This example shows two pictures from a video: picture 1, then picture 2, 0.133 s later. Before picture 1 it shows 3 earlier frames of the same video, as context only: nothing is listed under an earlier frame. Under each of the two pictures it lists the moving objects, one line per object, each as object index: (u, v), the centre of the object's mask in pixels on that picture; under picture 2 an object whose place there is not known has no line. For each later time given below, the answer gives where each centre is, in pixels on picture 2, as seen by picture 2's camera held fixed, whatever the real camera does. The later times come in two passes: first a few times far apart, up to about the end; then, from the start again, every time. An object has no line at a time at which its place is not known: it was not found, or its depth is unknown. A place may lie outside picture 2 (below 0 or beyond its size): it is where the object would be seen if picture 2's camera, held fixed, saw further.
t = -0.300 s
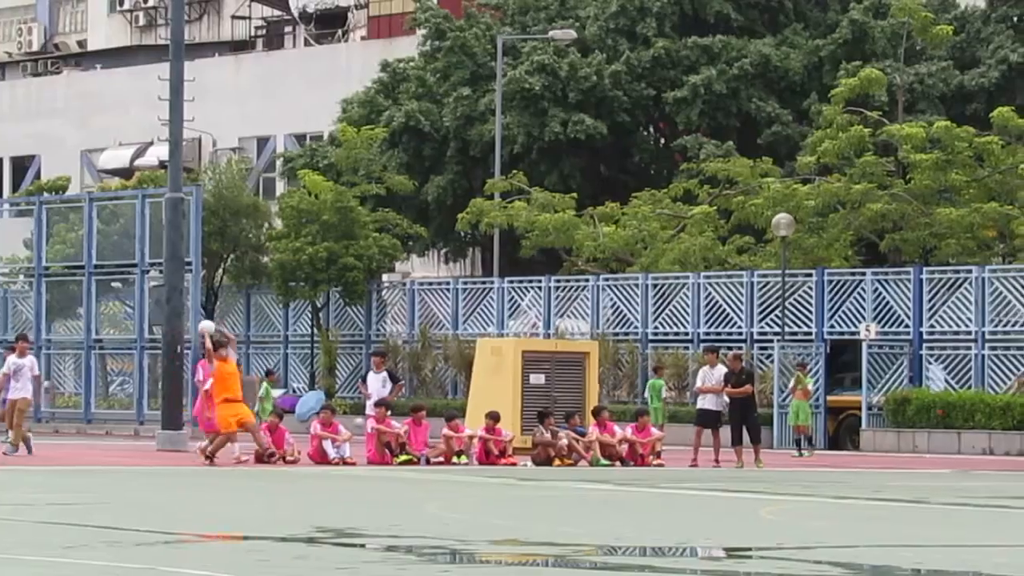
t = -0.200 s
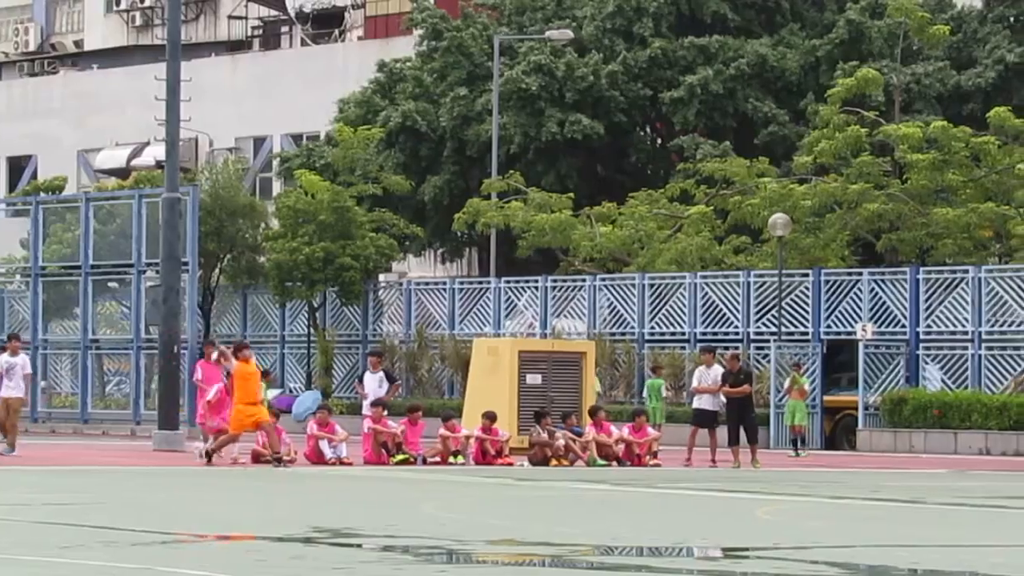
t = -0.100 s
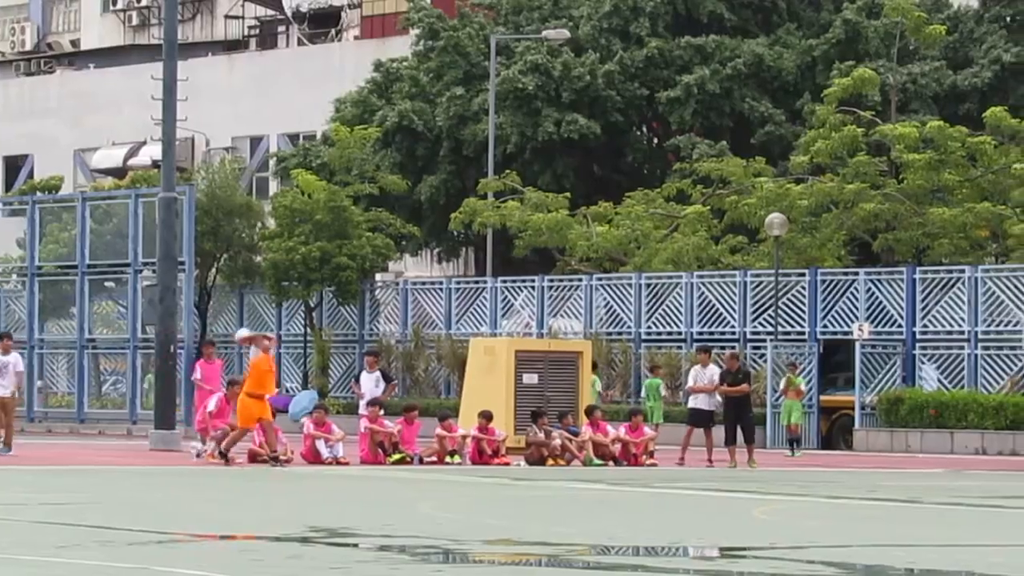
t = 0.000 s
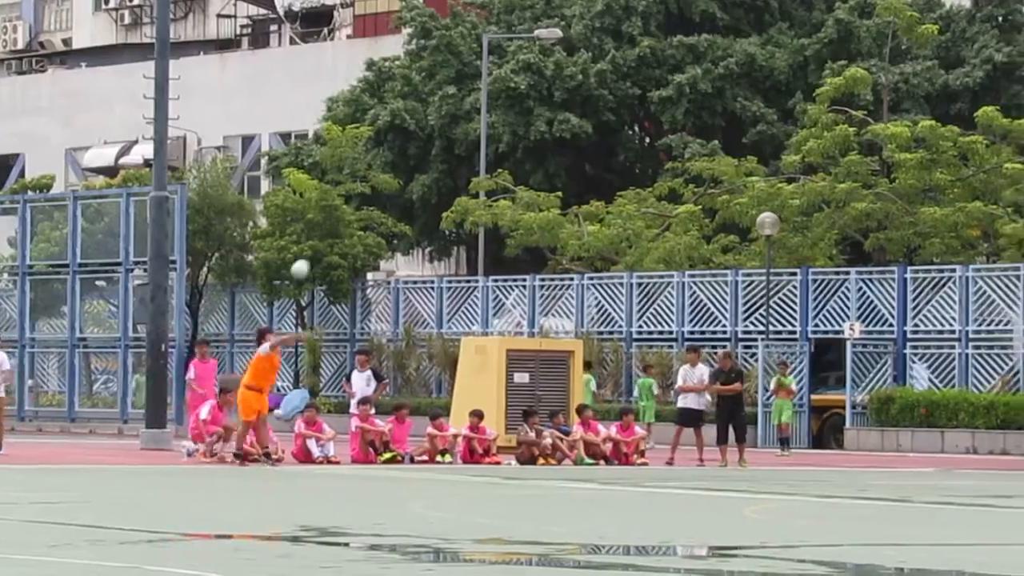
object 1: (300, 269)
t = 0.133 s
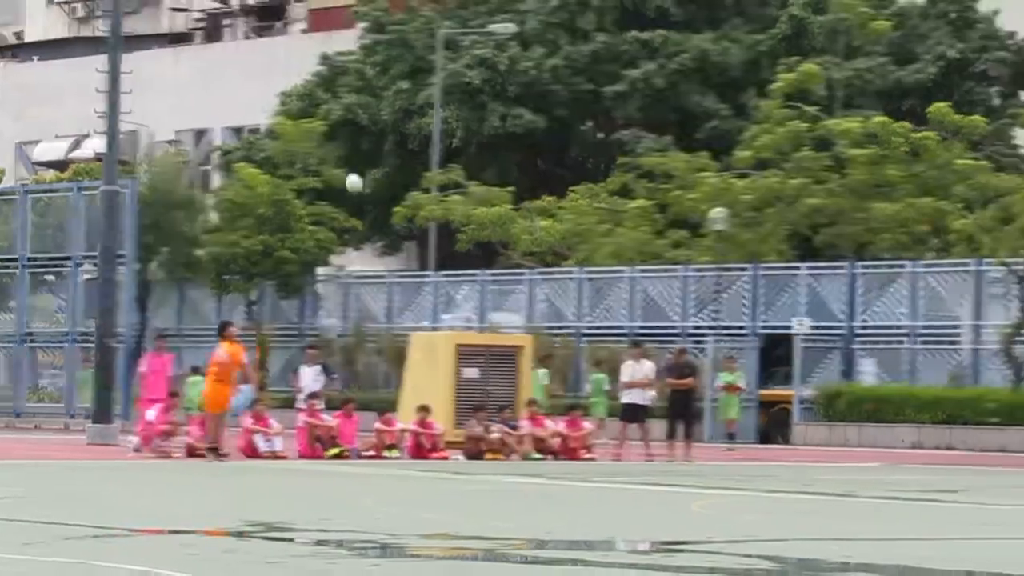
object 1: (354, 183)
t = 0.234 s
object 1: (433, 131)
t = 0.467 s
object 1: (620, 43)
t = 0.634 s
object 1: (755, 12)
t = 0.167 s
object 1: (380, 167)
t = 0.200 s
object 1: (407, 148)
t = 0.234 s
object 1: (433, 131)
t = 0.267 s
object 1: (460, 116)
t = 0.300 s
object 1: (486, 102)
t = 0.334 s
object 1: (513, 89)
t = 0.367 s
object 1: (540, 76)
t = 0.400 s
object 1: (566, 64)
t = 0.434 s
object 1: (593, 53)
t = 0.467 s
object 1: (620, 43)
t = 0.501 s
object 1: (647, 34)
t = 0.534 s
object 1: (674, 26)
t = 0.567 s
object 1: (700, 19)
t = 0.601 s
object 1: (728, 15)
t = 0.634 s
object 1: (755, 12)
